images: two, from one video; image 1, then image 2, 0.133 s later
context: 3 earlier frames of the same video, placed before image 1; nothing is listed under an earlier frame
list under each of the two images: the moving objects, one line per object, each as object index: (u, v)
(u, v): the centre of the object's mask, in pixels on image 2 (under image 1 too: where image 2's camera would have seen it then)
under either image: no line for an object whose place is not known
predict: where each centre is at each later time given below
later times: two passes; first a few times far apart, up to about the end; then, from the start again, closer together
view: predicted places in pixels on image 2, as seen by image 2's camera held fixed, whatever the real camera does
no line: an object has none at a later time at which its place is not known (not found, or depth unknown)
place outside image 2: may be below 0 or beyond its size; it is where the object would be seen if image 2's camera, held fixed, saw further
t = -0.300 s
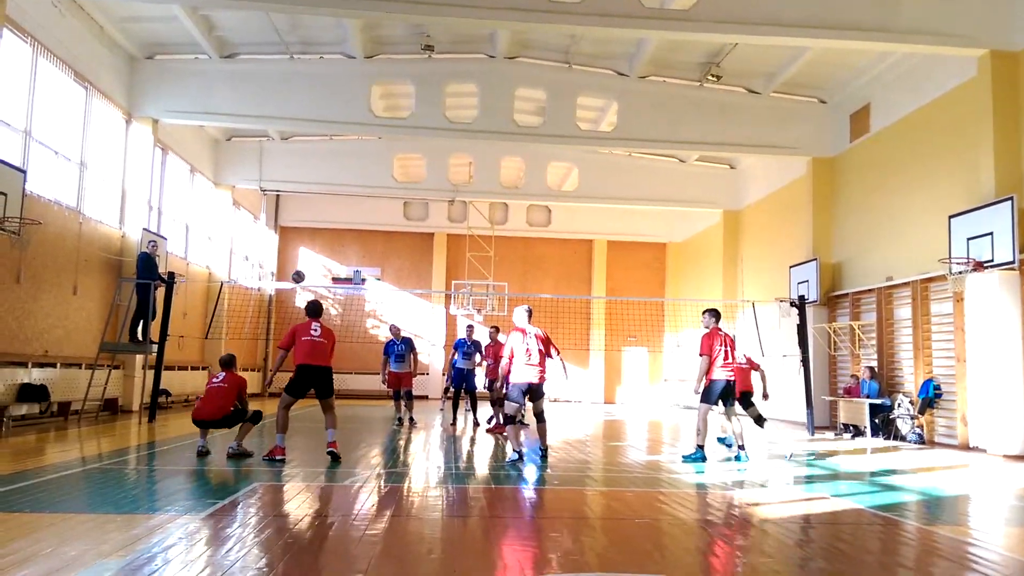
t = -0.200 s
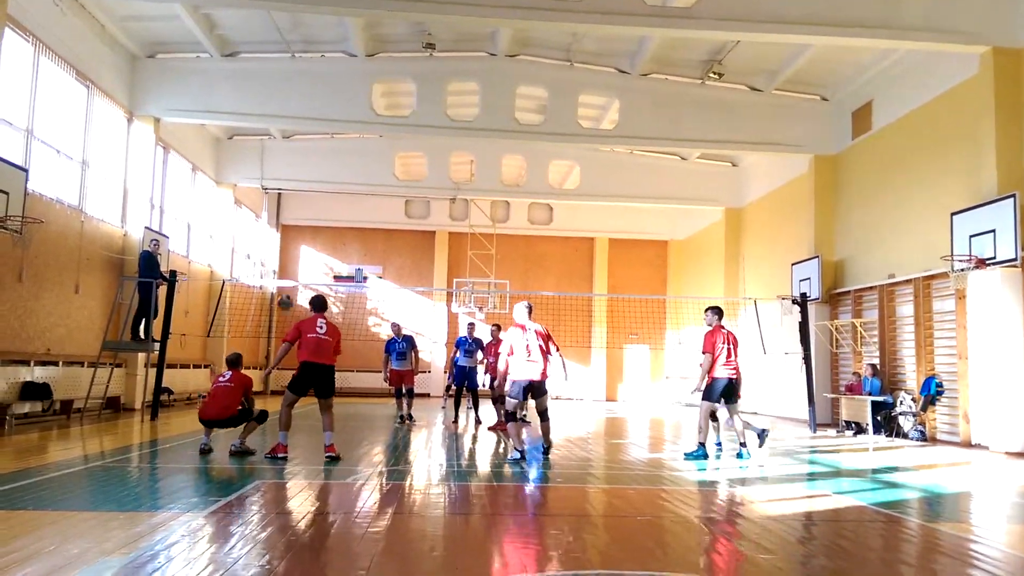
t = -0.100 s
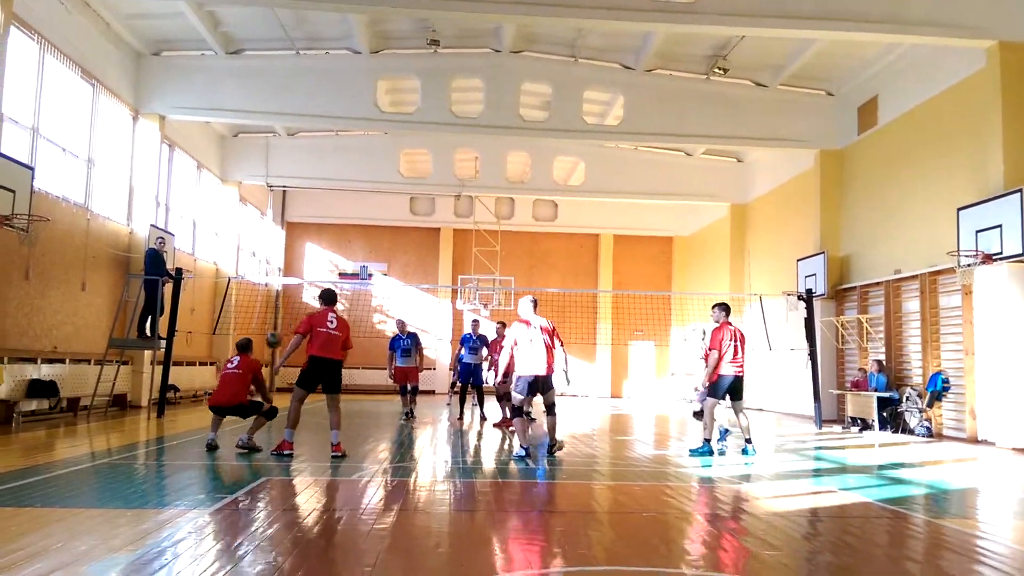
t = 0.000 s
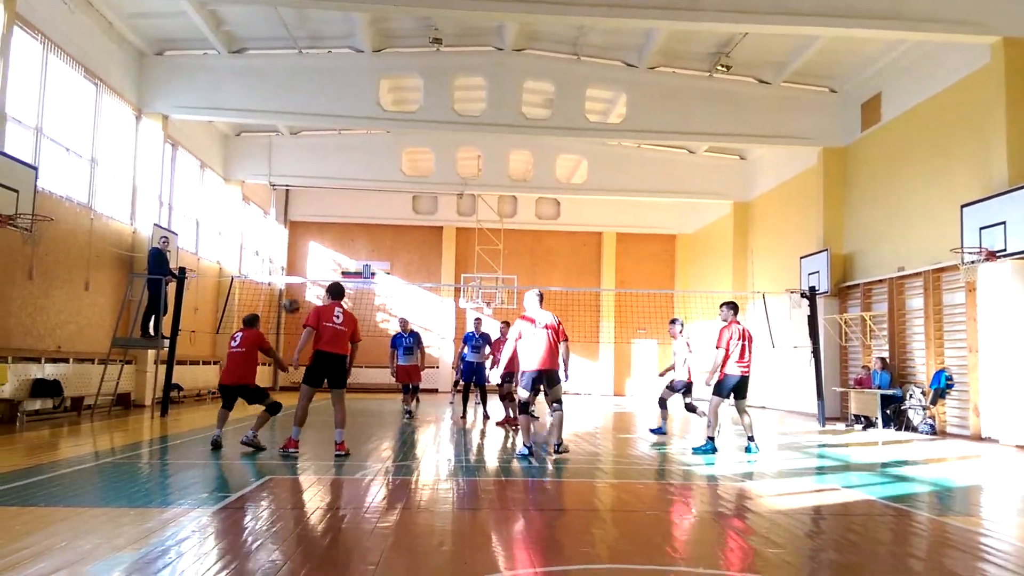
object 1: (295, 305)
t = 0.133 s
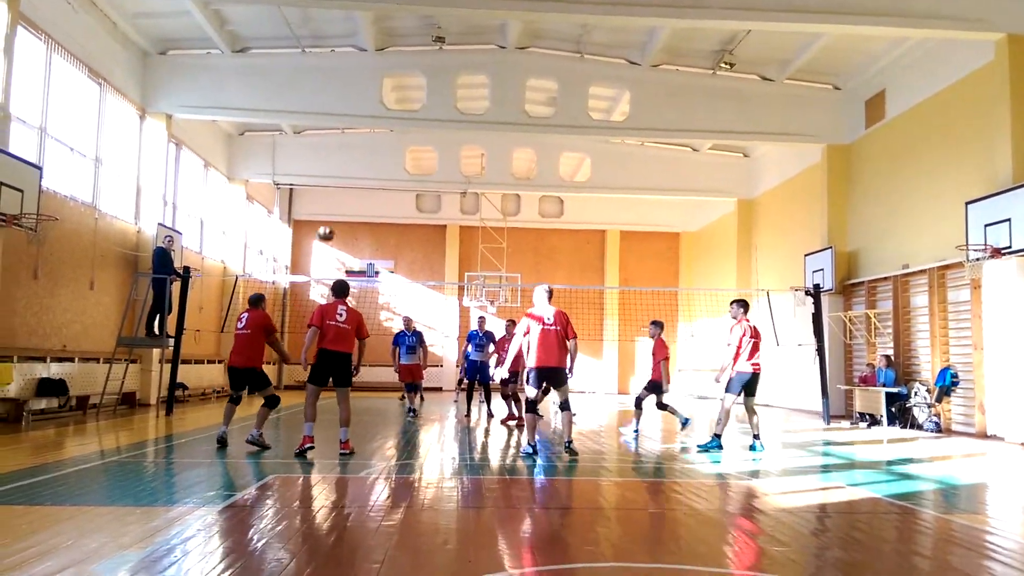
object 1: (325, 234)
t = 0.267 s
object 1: (353, 182)
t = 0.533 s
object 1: (399, 125)
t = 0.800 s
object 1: (438, 120)
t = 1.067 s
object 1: (472, 159)
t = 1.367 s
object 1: (503, 248)
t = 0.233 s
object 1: (347, 194)
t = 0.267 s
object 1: (353, 182)
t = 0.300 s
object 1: (359, 171)
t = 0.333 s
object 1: (365, 163)
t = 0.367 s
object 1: (371, 153)
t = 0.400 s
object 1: (377, 146)
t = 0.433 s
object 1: (382, 139)
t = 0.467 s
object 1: (388, 133)
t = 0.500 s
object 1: (393, 129)
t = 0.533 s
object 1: (399, 125)
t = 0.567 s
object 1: (404, 121)
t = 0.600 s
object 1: (409, 119)
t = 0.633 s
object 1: (414, 117)
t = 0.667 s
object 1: (420, 116)
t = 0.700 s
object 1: (425, 116)
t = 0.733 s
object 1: (429, 117)
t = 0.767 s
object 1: (434, 118)
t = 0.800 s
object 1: (438, 120)
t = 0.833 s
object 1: (442, 122)
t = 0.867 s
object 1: (447, 126)
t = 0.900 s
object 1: (451, 130)
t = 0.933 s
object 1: (455, 134)
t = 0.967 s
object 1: (459, 140)
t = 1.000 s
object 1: (463, 146)
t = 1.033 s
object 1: (468, 152)
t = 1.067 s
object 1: (472, 159)
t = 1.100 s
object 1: (475, 167)
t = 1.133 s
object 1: (479, 175)
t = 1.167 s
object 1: (484, 184)
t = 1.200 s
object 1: (487, 193)
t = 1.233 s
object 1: (490, 203)
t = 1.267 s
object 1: (493, 213)
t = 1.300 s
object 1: (497, 224)
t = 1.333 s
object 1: (500, 235)
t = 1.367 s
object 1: (503, 248)
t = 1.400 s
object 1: (507, 260)
